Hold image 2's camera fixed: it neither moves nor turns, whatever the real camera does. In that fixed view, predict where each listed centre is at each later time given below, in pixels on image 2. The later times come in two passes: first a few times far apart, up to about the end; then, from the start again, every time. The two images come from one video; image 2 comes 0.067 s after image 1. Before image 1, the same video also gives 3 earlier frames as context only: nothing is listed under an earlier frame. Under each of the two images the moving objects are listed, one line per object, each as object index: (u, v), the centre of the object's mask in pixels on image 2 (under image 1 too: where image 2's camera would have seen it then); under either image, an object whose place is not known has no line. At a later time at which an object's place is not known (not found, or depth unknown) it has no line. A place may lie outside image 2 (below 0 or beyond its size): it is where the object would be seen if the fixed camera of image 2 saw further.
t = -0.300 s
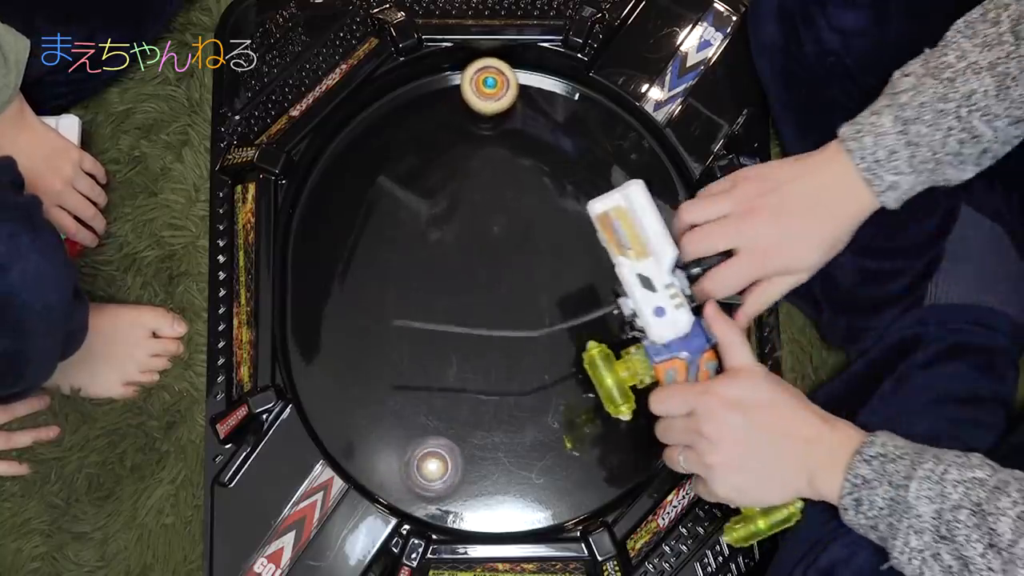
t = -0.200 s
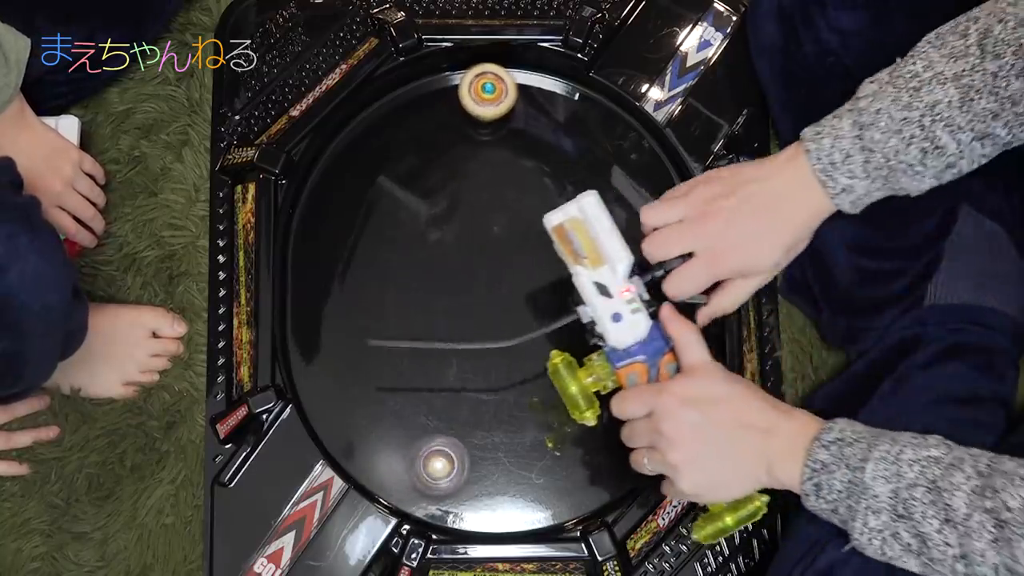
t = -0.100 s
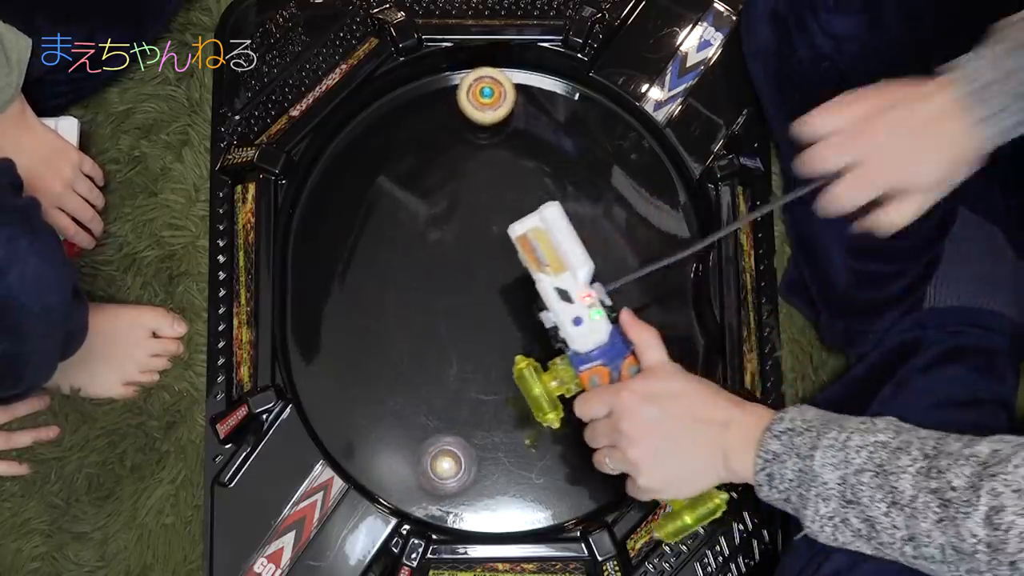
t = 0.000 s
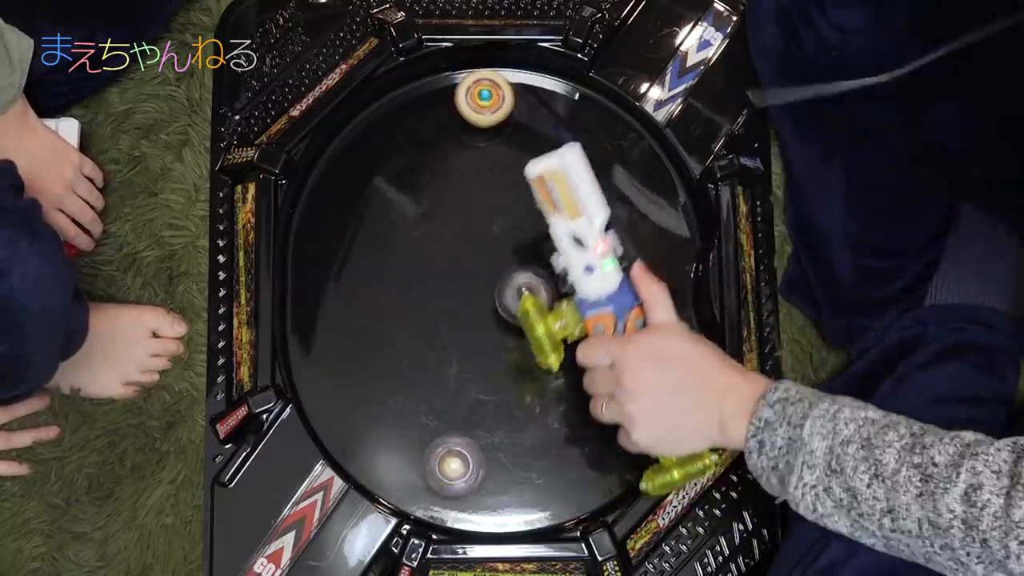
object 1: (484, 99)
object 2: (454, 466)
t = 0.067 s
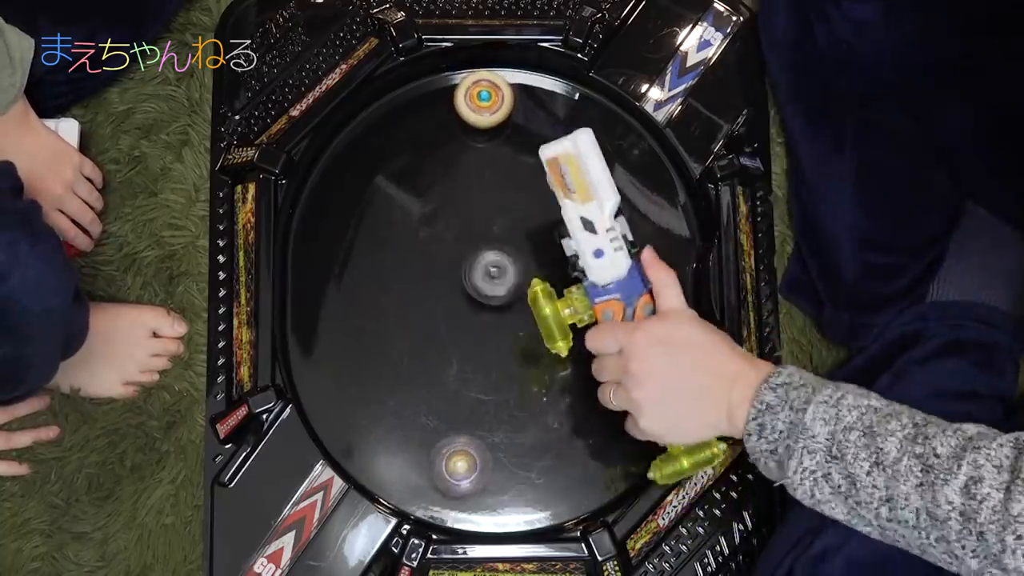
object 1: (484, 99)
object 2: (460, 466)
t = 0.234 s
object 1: (482, 101)
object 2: (478, 469)
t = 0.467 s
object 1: (481, 100)
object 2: (500, 479)
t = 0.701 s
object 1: (482, 96)
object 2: (517, 496)
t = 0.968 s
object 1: (484, 88)
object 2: (528, 481)
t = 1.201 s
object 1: (487, 96)
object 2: (533, 460)
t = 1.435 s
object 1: (488, 91)
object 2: (540, 443)
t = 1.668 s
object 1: (487, 94)
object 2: (549, 432)
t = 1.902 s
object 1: (484, 104)
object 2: (556, 424)
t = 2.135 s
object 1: (476, 106)
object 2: (563, 419)
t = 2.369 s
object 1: (469, 105)
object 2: (568, 416)
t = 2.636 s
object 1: (462, 98)
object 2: (569, 417)
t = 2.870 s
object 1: (461, 88)
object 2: (564, 419)
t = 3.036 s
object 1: (466, 97)
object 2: (559, 421)
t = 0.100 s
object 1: (483, 100)
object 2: (464, 467)
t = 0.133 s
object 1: (483, 100)
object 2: (467, 468)
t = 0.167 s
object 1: (482, 100)
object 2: (469, 468)
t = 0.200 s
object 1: (482, 100)
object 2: (473, 469)
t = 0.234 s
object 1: (482, 101)
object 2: (478, 469)
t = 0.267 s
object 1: (482, 101)
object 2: (479, 470)
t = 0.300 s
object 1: (481, 101)
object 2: (483, 472)
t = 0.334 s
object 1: (481, 101)
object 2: (486, 472)
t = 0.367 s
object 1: (481, 101)
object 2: (489, 474)
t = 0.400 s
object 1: (481, 101)
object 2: (494, 476)
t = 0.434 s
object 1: (481, 101)
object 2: (495, 477)
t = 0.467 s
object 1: (481, 100)
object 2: (500, 479)
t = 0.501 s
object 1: (481, 100)
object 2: (503, 481)
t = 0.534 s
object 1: (481, 100)
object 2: (504, 482)
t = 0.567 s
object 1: (481, 99)
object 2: (508, 485)
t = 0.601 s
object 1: (481, 99)
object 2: (512, 487)
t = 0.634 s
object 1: (481, 98)
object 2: (512, 490)
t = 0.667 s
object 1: (482, 97)
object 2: (516, 493)
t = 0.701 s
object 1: (482, 96)
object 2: (517, 496)
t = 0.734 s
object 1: (482, 94)
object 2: (517, 500)
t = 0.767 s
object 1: (482, 93)
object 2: (519, 502)
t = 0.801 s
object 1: (482, 92)
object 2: (522, 500)
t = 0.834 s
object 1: (482, 89)
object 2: (522, 497)
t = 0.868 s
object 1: (482, 88)
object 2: (526, 493)
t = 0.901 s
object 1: (482, 85)
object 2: (527, 488)
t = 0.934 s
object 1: (483, 85)
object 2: (528, 486)
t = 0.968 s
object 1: (484, 88)
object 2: (528, 481)
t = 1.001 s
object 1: (484, 90)
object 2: (529, 479)
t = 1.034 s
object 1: (485, 93)
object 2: (531, 476)
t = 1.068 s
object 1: (486, 94)
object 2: (531, 472)
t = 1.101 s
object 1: (486, 95)
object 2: (531, 469)
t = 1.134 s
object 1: (487, 95)
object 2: (531, 466)
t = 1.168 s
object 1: (487, 96)
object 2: (533, 462)
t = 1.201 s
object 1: (487, 96)
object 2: (533, 460)
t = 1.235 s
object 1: (487, 96)
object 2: (535, 457)
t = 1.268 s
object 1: (488, 95)
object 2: (535, 455)
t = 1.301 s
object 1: (488, 95)
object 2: (537, 452)
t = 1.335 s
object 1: (488, 95)
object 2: (537, 451)
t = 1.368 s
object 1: (488, 94)
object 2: (539, 448)
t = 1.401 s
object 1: (488, 93)
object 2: (539, 446)
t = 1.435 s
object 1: (488, 91)
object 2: (540, 443)
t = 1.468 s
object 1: (487, 89)
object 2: (541, 442)
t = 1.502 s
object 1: (487, 88)
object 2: (542, 439)
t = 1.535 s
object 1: (487, 85)
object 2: (544, 439)
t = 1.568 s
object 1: (487, 84)
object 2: (545, 436)
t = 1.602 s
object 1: (487, 88)
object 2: (546, 435)
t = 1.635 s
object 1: (487, 91)
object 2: (547, 433)
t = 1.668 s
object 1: (487, 94)
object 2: (549, 432)
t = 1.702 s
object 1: (487, 96)
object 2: (549, 430)
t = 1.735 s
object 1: (487, 99)
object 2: (551, 429)
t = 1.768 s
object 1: (486, 100)
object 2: (551, 428)
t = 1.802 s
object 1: (485, 101)
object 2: (554, 426)
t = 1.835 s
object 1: (485, 102)
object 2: (554, 426)
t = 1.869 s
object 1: (484, 103)
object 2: (556, 424)
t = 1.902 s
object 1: (484, 104)
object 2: (556, 424)
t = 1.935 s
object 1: (483, 105)
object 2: (557, 422)
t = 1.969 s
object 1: (482, 106)
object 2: (559, 422)
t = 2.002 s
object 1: (481, 106)
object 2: (559, 421)
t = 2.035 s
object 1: (479, 106)
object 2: (561, 420)
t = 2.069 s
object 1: (478, 106)
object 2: (561, 420)
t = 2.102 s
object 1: (477, 106)
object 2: (562, 419)
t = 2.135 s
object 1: (476, 106)
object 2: (563, 419)
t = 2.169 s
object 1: (476, 106)
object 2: (563, 418)
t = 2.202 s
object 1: (474, 106)
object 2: (565, 417)
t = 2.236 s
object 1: (473, 106)
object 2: (565, 417)
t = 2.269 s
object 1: (472, 106)
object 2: (566, 416)
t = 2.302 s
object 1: (470, 105)
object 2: (566, 417)
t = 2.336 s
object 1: (470, 105)
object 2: (567, 416)
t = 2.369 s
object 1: (469, 105)
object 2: (568, 416)
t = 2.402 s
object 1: (468, 104)
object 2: (568, 416)
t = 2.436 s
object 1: (467, 104)
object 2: (569, 416)
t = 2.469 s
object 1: (466, 103)
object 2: (569, 417)
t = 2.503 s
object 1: (465, 102)
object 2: (568, 416)
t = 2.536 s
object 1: (465, 101)
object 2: (569, 416)
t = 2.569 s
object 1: (464, 101)
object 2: (569, 417)
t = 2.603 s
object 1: (463, 99)
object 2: (569, 416)
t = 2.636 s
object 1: (462, 98)
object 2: (569, 417)
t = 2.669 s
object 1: (462, 96)
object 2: (568, 417)
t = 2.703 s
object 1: (462, 95)
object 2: (568, 417)
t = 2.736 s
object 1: (461, 93)
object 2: (568, 418)
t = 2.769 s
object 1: (460, 91)
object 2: (567, 418)
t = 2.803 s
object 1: (460, 89)
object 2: (567, 418)
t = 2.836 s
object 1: (460, 87)
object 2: (566, 419)
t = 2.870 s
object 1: (461, 88)
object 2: (564, 419)
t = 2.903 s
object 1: (462, 90)
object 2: (564, 419)
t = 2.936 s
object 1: (463, 92)
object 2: (563, 420)
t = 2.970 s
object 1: (464, 94)
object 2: (561, 420)
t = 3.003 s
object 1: (465, 96)
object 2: (561, 420)
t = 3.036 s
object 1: (466, 97)
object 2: (559, 421)
